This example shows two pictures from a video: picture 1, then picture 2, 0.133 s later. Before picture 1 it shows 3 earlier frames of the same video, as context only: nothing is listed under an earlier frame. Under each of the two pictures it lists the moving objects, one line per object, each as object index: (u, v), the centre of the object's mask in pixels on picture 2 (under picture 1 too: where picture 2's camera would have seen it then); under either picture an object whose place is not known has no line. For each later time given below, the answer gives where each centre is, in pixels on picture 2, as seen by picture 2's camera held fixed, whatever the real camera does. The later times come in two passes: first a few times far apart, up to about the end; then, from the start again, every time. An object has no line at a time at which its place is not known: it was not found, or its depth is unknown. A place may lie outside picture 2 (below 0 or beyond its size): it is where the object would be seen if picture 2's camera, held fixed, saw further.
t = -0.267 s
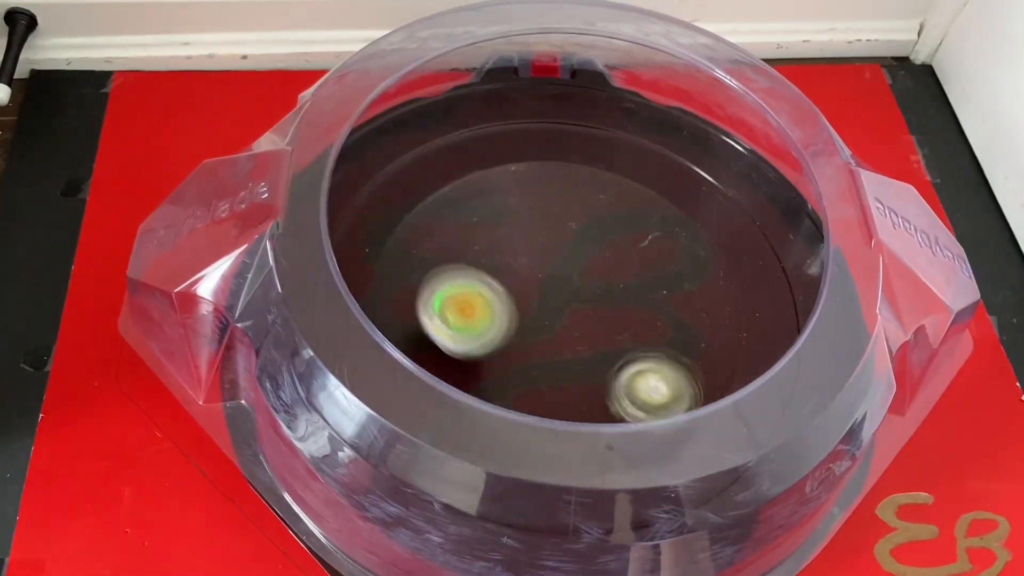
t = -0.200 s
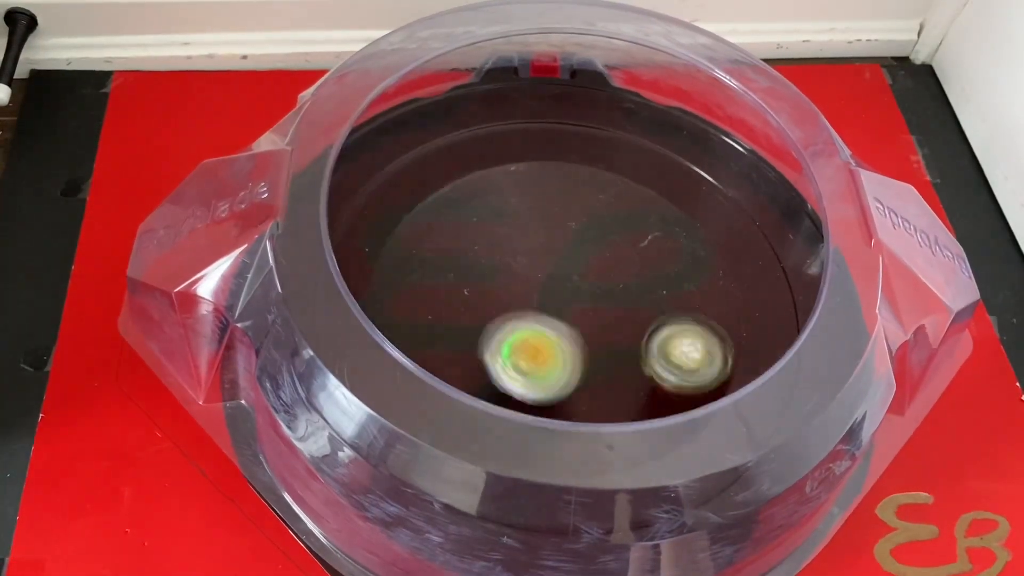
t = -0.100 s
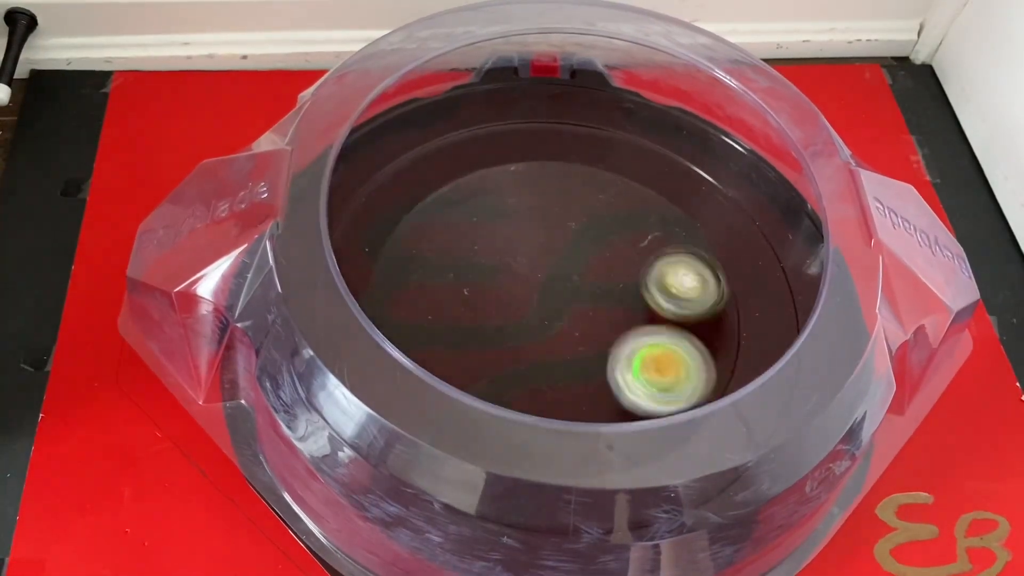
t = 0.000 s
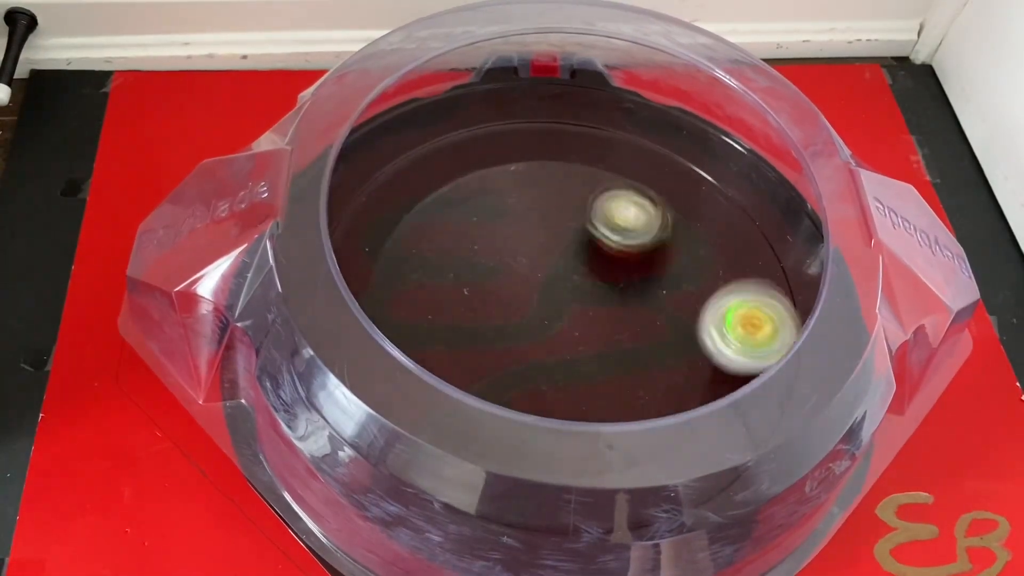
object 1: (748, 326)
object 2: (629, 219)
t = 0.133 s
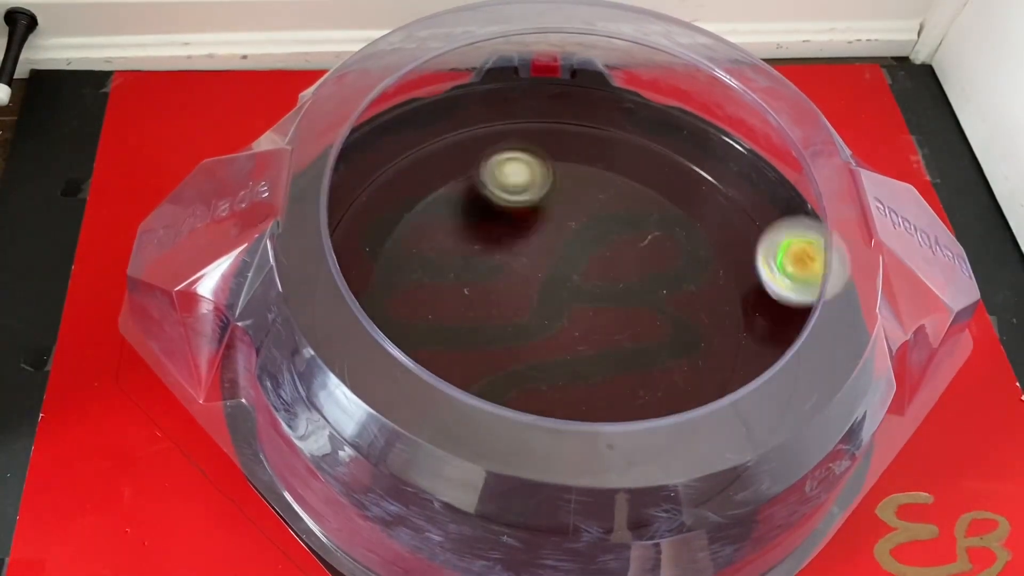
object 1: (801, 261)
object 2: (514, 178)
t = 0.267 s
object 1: (756, 208)
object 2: (427, 209)
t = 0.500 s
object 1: (719, 169)
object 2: (464, 361)
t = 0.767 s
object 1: (679, 195)
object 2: (678, 348)
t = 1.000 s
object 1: (475, 217)
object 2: (667, 243)
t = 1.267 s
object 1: (385, 386)
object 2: (502, 260)
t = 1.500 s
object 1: (481, 472)
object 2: (514, 368)
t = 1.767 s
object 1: (571, 478)
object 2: (664, 333)
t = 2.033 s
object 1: (662, 379)
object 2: (560, 229)
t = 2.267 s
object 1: (631, 194)
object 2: (456, 306)
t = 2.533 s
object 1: (405, 159)
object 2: (591, 389)
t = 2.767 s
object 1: (334, 235)
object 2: (652, 284)
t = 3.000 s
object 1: (376, 331)
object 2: (507, 223)
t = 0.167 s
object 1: (791, 249)
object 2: (487, 179)
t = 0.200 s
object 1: (780, 235)
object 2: (463, 184)
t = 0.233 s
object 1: (767, 221)
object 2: (444, 195)
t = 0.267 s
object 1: (756, 208)
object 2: (427, 209)
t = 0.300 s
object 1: (746, 197)
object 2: (414, 228)
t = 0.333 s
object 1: (739, 188)
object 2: (408, 250)
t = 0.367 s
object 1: (733, 181)
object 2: (405, 272)
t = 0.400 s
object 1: (728, 175)
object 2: (410, 298)
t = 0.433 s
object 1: (725, 172)
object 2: (421, 320)
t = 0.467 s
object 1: (722, 170)
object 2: (444, 344)
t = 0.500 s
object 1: (719, 169)
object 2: (464, 361)
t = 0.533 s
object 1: (716, 170)
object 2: (495, 379)
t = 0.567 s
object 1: (713, 170)
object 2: (522, 390)
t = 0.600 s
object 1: (710, 172)
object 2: (556, 395)
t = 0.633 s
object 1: (706, 175)
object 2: (583, 396)
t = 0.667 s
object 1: (701, 178)
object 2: (615, 393)
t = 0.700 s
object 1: (696, 182)
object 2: (639, 385)
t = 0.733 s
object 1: (690, 187)
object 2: (664, 368)
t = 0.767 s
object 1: (679, 195)
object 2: (678, 348)
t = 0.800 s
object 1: (665, 202)
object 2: (687, 323)
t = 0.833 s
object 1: (645, 210)
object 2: (689, 300)
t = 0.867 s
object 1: (623, 219)
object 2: (684, 275)
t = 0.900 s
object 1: (589, 215)
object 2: (686, 264)
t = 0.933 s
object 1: (549, 213)
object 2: (684, 256)
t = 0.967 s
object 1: (512, 212)
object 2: (678, 249)
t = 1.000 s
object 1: (475, 217)
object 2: (667, 243)
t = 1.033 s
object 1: (444, 229)
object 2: (651, 238)
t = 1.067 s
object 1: (418, 243)
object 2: (636, 233)
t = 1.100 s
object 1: (397, 263)
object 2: (616, 231)
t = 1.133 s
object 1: (385, 284)
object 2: (592, 230)
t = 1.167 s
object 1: (378, 309)
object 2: (569, 232)
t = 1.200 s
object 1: (380, 338)
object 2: (545, 237)
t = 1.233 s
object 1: (381, 361)
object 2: (522, 245)
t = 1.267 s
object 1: (385, 386)
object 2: (502, 260)
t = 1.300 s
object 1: (387, 409)
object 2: (487, 274)
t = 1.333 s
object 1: (387, 429)
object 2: (477, 291)
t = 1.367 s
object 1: (402, 442)
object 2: (473, 309)
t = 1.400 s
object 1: (424, 451)
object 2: (476, 327)
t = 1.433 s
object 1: (445, 458)
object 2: (484, 343)
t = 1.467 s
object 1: (464, 466)
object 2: (497, 358)
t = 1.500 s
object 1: (481, 472)
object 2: (514, 368)
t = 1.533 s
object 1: (496, 478)
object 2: (533, 376)
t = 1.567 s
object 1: (509, 482)
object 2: (558, 381)
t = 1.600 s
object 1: (520, 485)
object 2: (581, 383)
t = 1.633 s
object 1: (530, 485)
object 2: (604, 381)
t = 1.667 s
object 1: (541, 485)
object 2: (624, 374)
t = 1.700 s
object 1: (551, 483)
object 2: (642, 362)
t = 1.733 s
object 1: (562, 481)
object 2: (656, 348)
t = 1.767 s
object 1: (571, 478)
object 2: (664, 333)
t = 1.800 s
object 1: (583, 471)
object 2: (667, 317)
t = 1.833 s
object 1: (592, 464)
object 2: (665, 299)
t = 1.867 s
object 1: (604, 456)
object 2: (659, 280)
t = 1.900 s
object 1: (614, 447)
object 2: (647, 264)
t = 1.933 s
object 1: (625, 437)
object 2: (631, 250)
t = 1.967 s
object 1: (637, 422)
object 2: (608, 239)
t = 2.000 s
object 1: (649, 404)
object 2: (585, 231)
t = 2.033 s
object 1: (662, 379)
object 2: (560, 229)
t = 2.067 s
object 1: (673, 361)
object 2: (535, 230)
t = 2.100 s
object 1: (681, 333)
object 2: (513, 234)
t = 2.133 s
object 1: (685, 305)
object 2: (492, 245)
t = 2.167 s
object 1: (681, 275)
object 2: (476, 256)
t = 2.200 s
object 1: (671, 245)
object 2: (463, 272)
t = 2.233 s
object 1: (654, 219)
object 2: (457, 289)
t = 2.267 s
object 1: (631, 194)
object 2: (456, 306)
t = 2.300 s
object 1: (606, 175)
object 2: (460, 324)
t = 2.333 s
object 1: (577, 160)
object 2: (470, 343)
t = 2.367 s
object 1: (547, 149)
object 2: (485, 359)
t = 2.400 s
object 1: (515, 144)
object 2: (503, 371)
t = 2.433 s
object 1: (484, 144)
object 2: (523, 380)
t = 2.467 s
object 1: (455, 150)
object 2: (545, 386)
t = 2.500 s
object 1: (428, 155)
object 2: (568, 390)
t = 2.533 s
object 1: (405, 159)
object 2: (591, 389)
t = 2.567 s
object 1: (386, 165)
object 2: (612, 385)
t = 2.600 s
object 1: (373, 172)
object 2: (631, 376)
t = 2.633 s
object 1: (360, 178)
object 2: (646, 361)
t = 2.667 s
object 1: (350, 189)
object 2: (656, 342)
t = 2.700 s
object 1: (342, 202)
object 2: (661, 323)
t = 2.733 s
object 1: (338, 219)
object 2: (660, 303)
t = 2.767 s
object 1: (334, 235)
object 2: (652, 284)
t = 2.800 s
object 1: (334, 249)
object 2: (640, 265)
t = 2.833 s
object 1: (337, 262)
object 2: (624, 250)
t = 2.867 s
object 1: (341, 276)
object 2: (602, 237)
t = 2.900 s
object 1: (346, 290)
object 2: (580, 227)
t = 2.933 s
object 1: (354, 303)
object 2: (555, 222)
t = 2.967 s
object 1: (364, 317)
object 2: (531, 220)
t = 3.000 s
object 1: (376, 331)
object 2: (507, 223)
